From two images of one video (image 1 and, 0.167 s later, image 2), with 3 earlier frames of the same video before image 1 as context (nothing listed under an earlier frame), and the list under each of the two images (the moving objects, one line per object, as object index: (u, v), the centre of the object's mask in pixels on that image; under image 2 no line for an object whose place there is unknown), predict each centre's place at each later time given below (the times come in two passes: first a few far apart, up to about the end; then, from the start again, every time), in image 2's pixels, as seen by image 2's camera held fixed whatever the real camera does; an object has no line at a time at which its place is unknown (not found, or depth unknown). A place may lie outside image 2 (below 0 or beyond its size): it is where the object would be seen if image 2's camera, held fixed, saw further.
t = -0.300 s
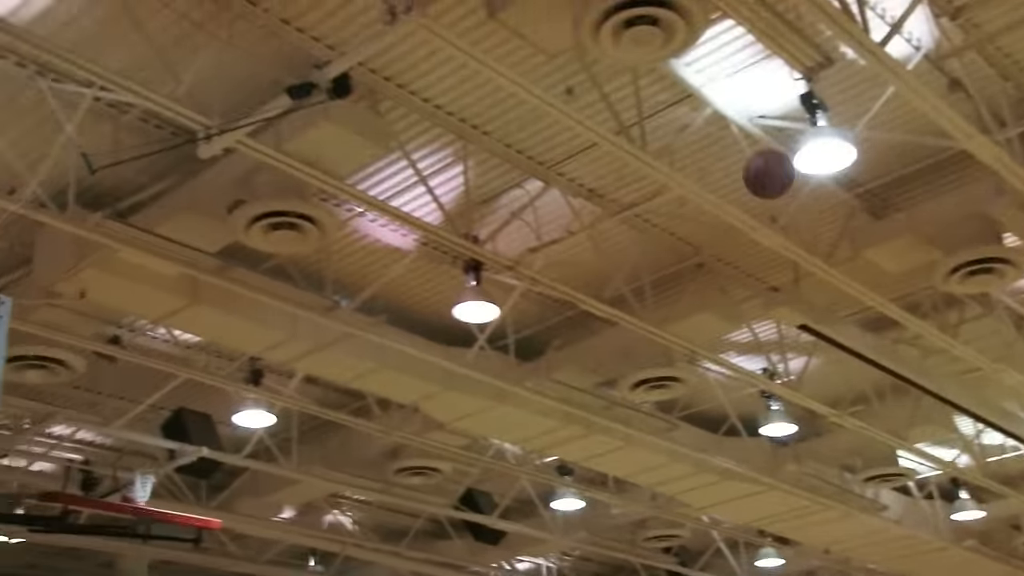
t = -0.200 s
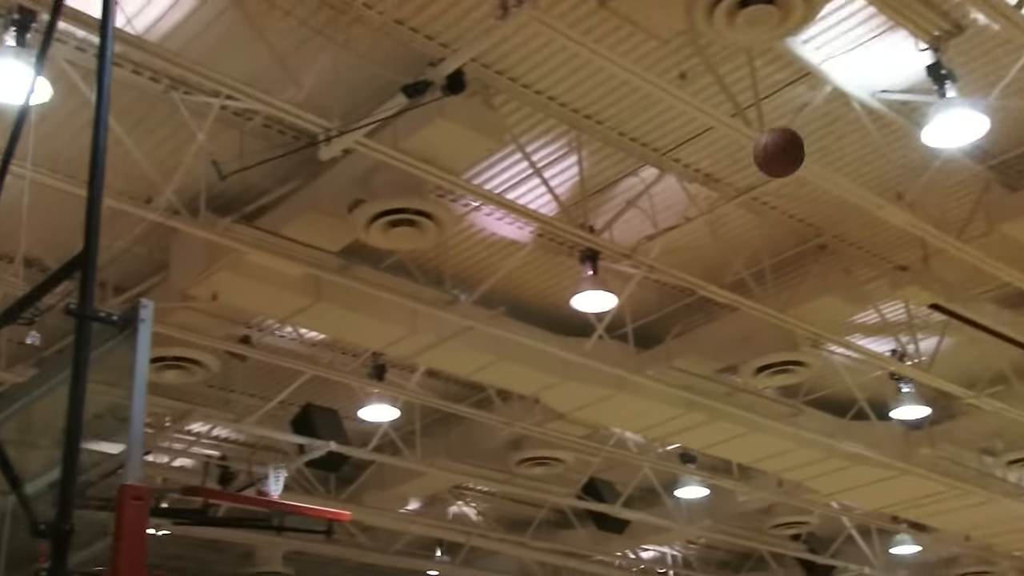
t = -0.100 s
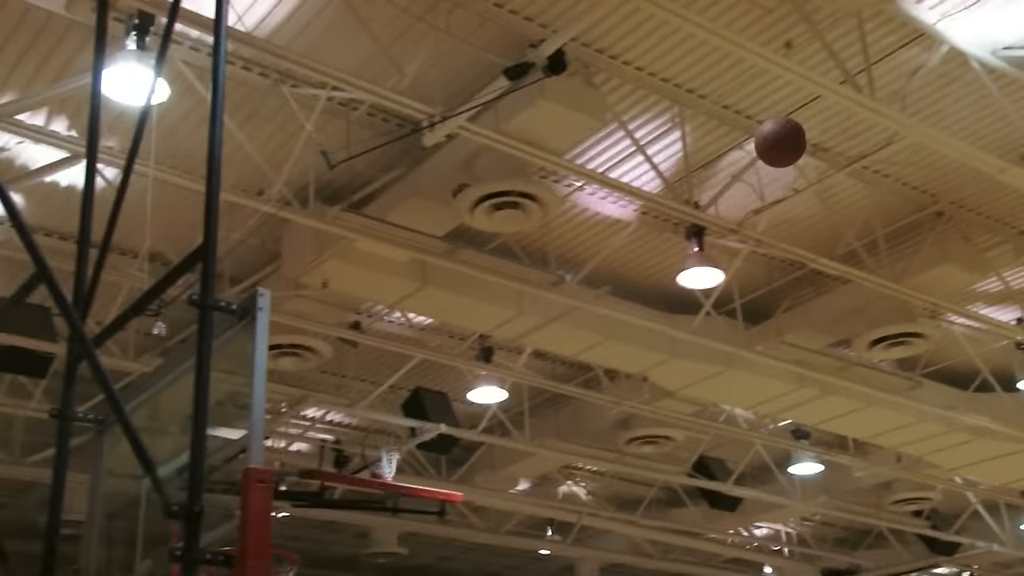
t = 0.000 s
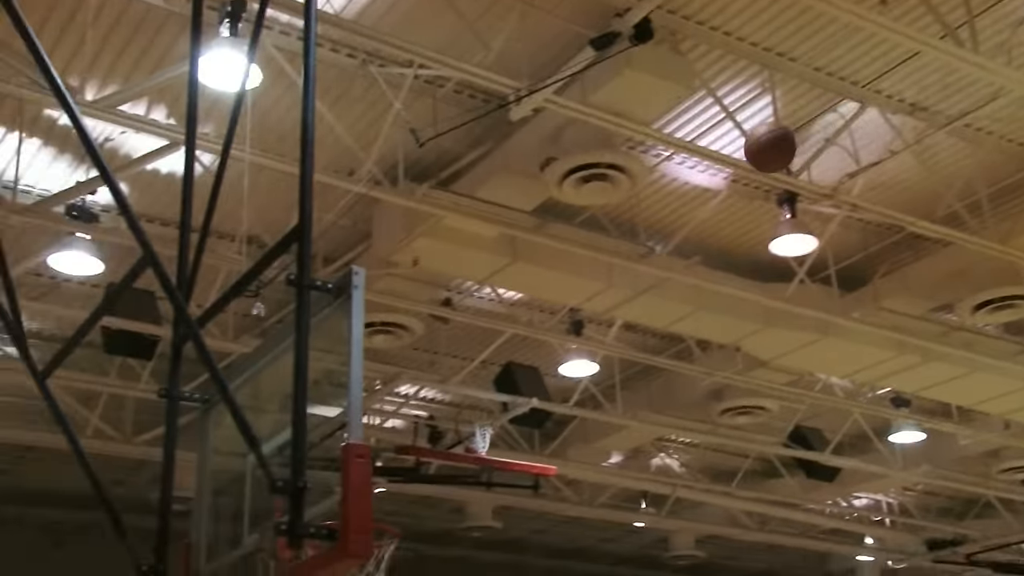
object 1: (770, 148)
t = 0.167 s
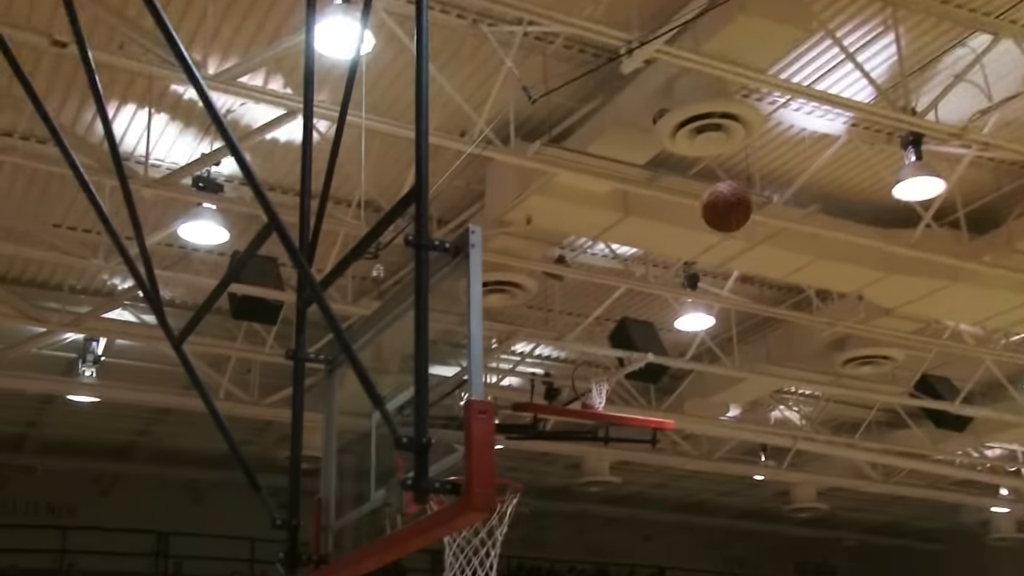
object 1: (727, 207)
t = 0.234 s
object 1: (666, 265)
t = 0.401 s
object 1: (519, 443)
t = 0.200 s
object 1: (696, 236)
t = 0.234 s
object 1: (666, 265)
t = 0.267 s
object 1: (636, 296)
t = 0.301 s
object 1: (606, 330)
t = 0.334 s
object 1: (577, 367)
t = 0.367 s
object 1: (549, 404)
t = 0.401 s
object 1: (519, 443)
